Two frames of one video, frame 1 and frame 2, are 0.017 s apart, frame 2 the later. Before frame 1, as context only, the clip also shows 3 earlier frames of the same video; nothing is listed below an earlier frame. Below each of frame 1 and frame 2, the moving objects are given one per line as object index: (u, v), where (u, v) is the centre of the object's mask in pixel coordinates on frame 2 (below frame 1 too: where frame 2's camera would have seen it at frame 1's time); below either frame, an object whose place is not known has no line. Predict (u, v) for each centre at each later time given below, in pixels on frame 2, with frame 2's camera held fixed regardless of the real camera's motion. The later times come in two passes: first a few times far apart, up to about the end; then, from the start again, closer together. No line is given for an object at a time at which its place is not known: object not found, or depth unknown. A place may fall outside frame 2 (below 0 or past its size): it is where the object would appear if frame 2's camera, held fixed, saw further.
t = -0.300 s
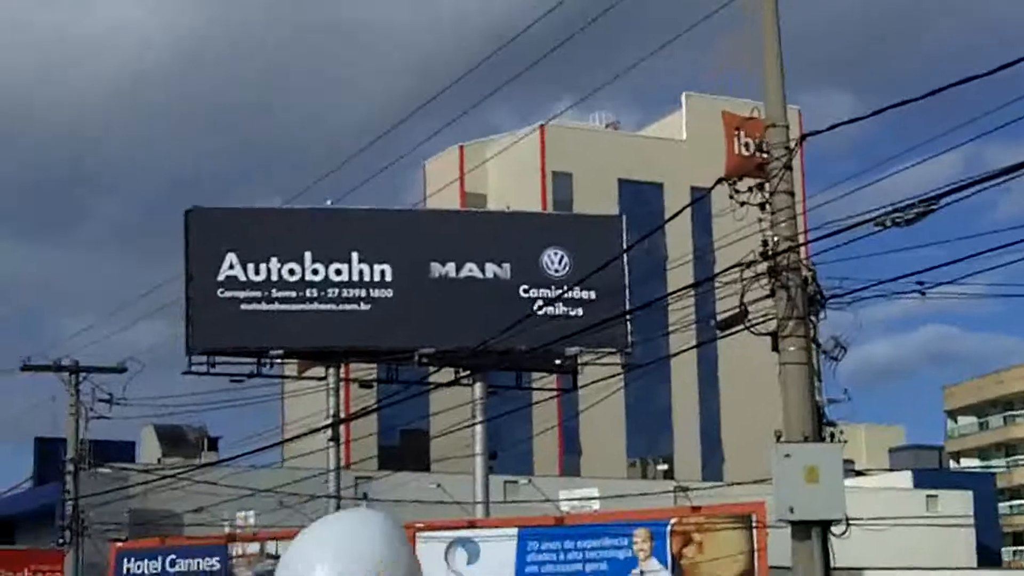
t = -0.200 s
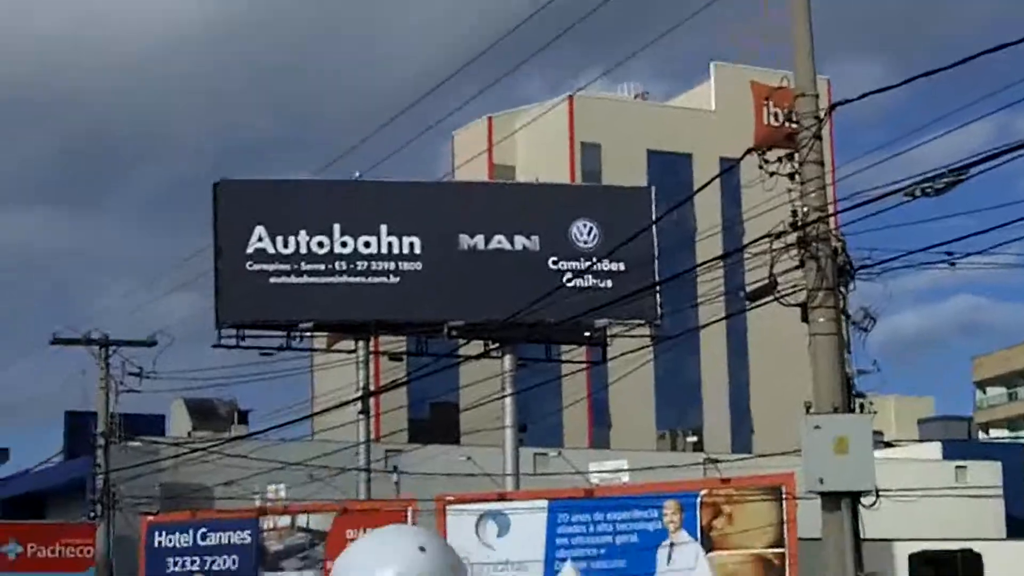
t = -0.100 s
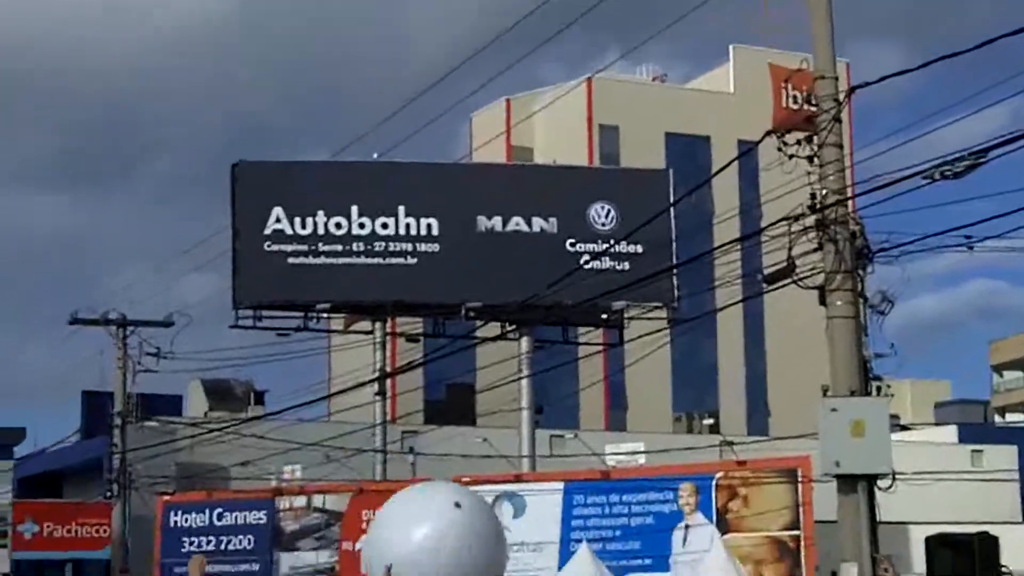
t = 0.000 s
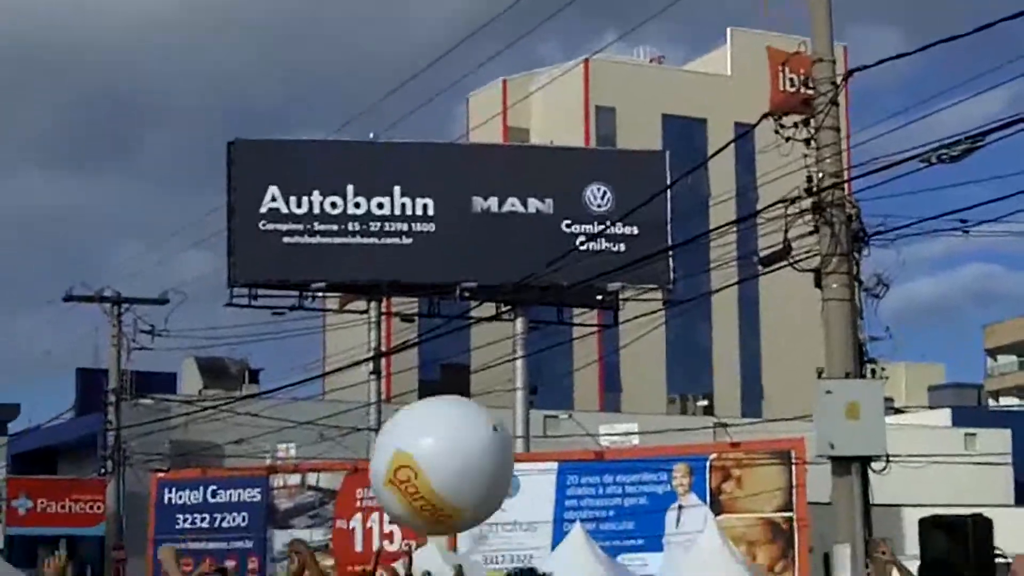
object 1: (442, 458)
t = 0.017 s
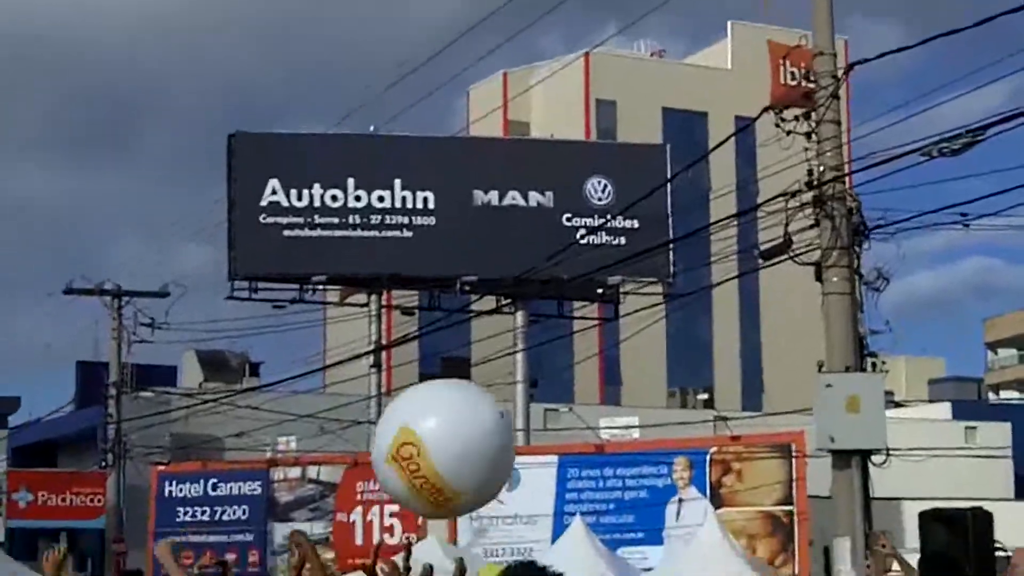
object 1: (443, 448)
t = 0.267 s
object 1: (464, 317)
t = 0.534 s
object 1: (491, 236)
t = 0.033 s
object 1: (448, 437)
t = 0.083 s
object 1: (450, 406)
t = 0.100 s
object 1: (453, 399)
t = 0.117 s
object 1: (454, 389)
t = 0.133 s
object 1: (455, 381)
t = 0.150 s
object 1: (458, 371)
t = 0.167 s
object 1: (460, 363)
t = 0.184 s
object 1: (461, 355)
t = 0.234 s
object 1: (464, 331)
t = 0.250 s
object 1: (463, 324)
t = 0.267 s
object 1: (464, 317)
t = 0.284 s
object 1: (466, 311)
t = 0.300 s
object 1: (469, 303)
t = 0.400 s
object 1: (481, 270)
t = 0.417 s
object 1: (484, 265)
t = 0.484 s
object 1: (486, 243)
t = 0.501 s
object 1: (489, 242)
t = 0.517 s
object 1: (491, 240)
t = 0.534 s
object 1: (491, 236)
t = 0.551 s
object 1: (491, 233)
